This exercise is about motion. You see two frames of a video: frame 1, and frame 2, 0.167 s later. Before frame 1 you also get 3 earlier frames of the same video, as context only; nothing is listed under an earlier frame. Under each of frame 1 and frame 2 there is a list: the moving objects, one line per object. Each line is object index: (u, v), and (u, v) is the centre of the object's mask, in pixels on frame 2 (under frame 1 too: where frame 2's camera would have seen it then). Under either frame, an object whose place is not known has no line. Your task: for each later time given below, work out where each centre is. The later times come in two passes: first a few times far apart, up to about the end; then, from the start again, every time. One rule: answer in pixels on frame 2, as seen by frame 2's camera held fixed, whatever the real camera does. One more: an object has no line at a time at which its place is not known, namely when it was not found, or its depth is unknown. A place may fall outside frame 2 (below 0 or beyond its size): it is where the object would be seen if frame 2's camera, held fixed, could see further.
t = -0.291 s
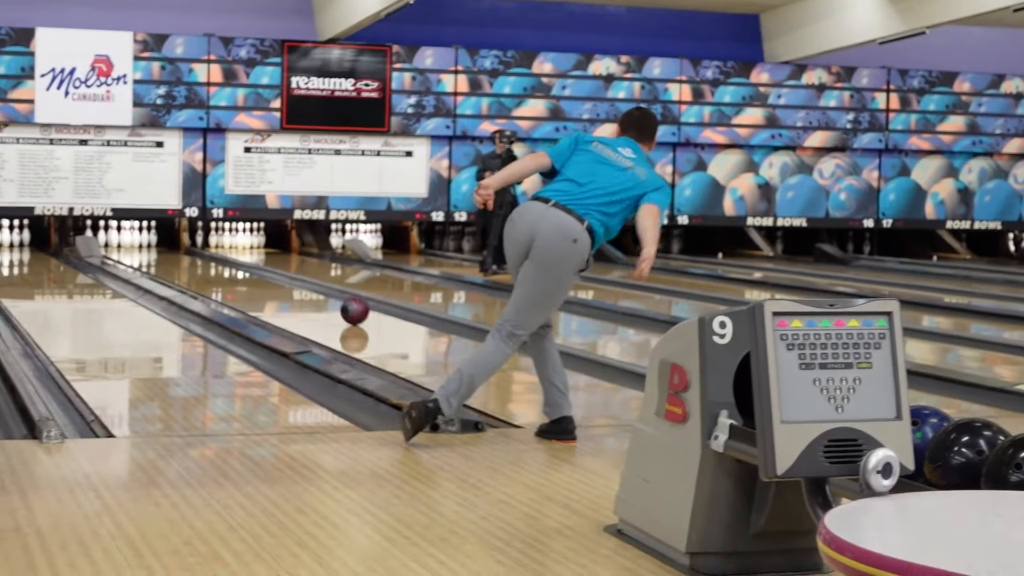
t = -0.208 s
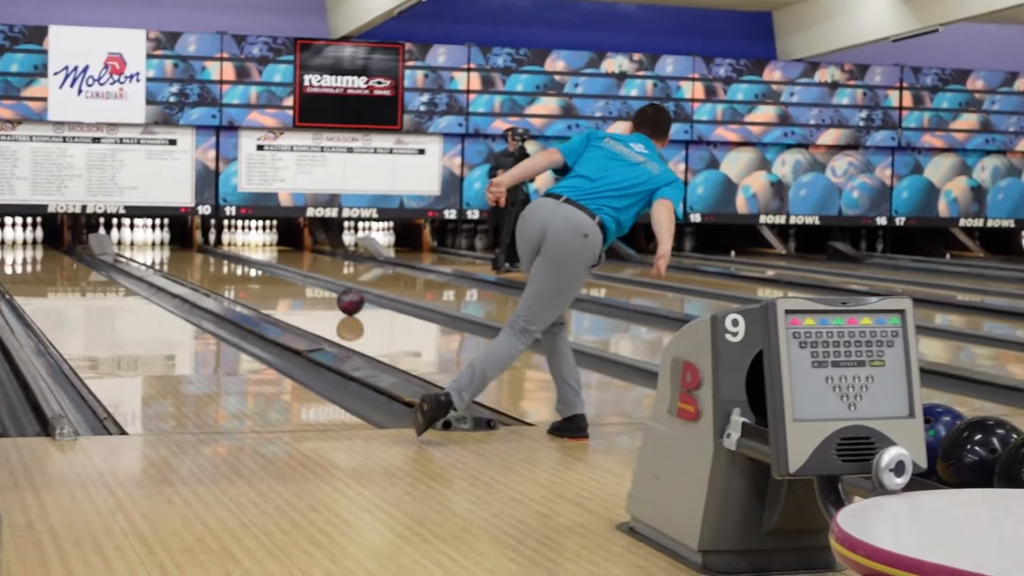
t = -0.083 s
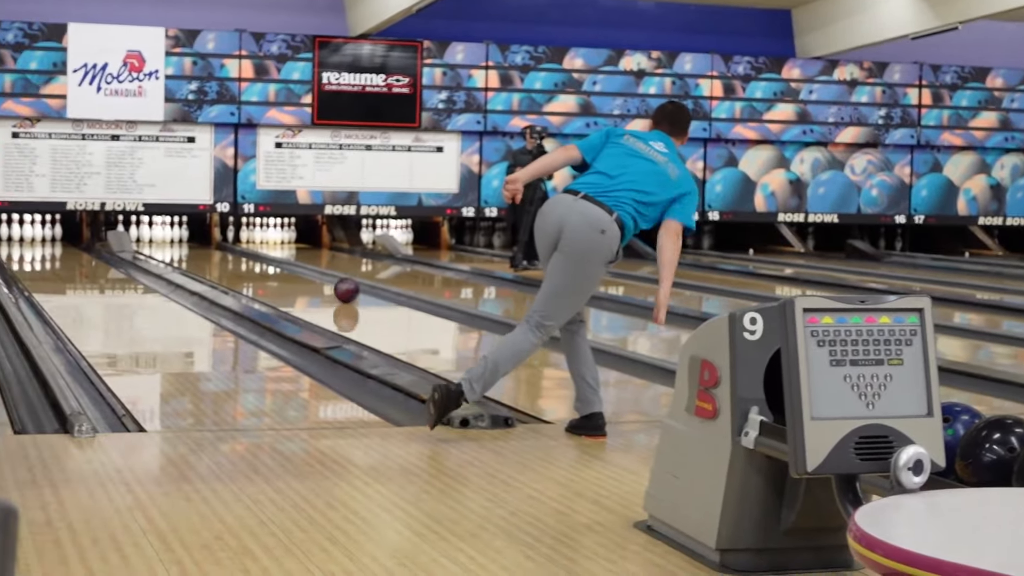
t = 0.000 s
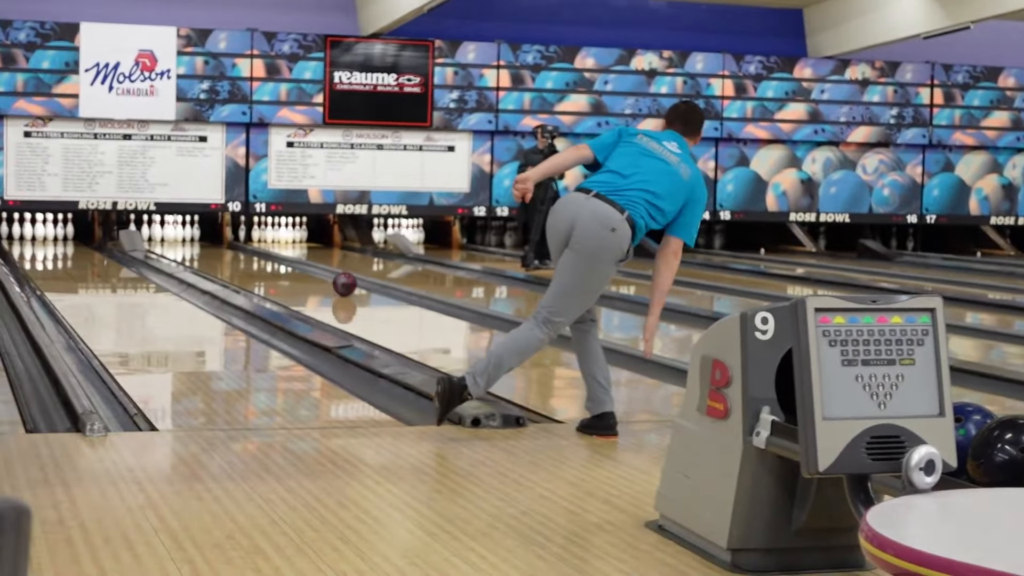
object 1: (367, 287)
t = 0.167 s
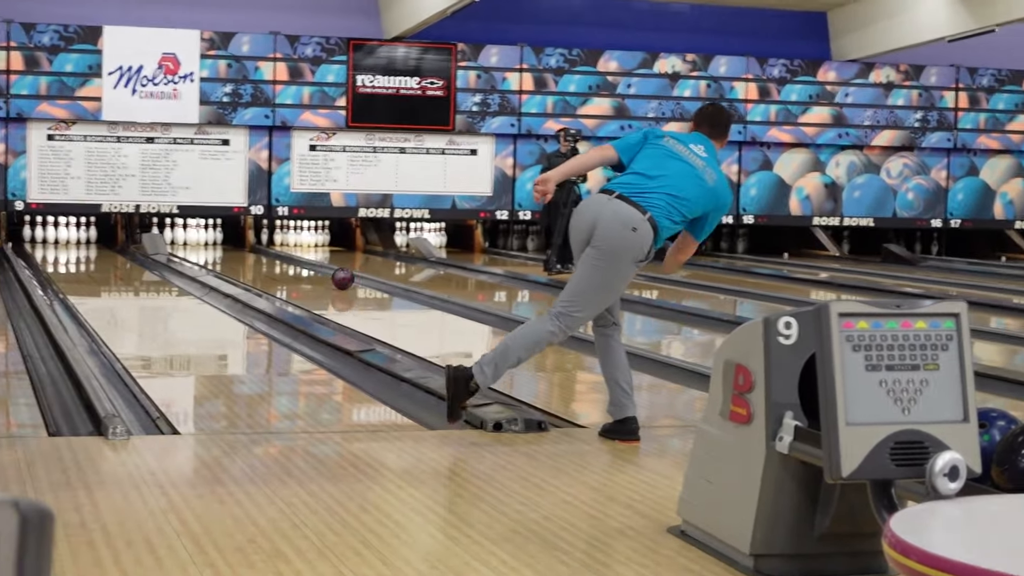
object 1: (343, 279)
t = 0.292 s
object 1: (327, 272)
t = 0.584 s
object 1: (293, 261)
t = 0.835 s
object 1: (266, 252)
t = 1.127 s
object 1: (233, 244)
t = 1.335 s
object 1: (207, 241)
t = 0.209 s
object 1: (337, 277)
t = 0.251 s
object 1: (332, 274)
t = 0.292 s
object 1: (327, 272)
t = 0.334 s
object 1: (322, 270)
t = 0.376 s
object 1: (317, 269)
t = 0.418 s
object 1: (312, 267)
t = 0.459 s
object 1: (307, 265)
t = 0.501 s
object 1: (303, 263)
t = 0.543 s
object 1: (298, 262)
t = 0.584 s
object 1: (293, 261)
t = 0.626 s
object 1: (289, 259)
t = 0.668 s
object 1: (284, 258)
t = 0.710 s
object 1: (279, 256)
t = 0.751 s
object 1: (275, 255)
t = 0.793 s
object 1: (270, 254)
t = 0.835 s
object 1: (266, 252)
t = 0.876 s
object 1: (261, 251)
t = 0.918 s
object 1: (257, 250)
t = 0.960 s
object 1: (253, 249)
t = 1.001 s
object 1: (246, 248)
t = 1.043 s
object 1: (243, 247)
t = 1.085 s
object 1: (237, 245)
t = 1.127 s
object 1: (233, 244)
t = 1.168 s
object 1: (228, 244)
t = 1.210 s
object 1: (223, 243)
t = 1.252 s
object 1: (218, 242)
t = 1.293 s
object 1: (212, 241)
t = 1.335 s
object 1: (207, 241)
